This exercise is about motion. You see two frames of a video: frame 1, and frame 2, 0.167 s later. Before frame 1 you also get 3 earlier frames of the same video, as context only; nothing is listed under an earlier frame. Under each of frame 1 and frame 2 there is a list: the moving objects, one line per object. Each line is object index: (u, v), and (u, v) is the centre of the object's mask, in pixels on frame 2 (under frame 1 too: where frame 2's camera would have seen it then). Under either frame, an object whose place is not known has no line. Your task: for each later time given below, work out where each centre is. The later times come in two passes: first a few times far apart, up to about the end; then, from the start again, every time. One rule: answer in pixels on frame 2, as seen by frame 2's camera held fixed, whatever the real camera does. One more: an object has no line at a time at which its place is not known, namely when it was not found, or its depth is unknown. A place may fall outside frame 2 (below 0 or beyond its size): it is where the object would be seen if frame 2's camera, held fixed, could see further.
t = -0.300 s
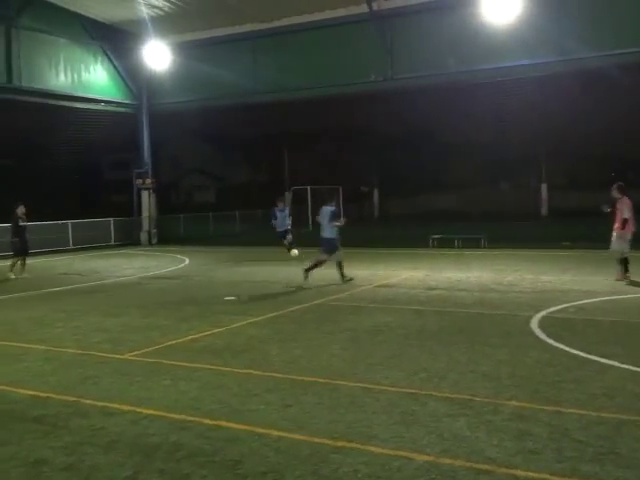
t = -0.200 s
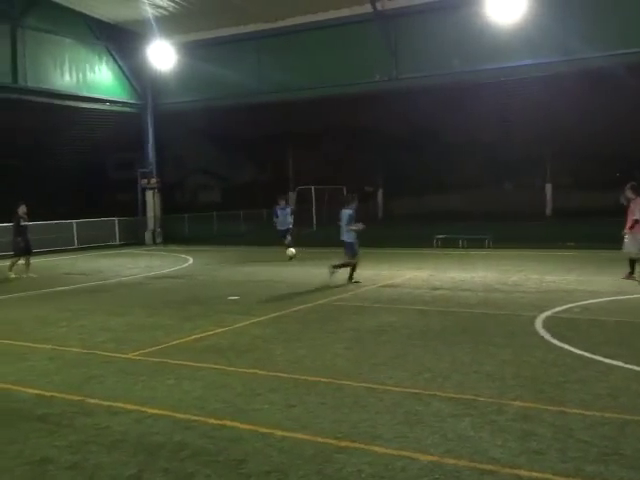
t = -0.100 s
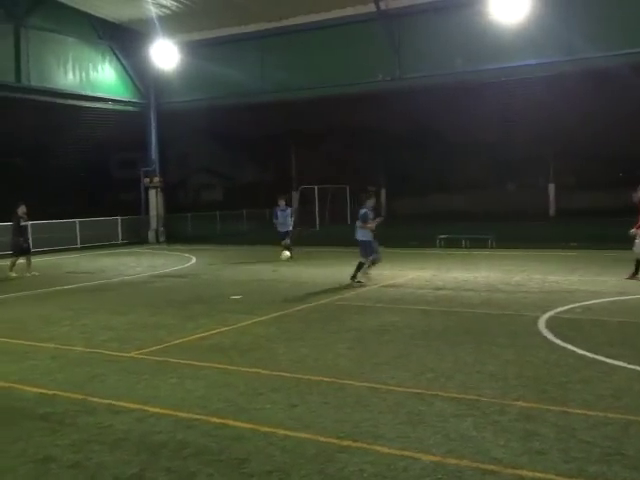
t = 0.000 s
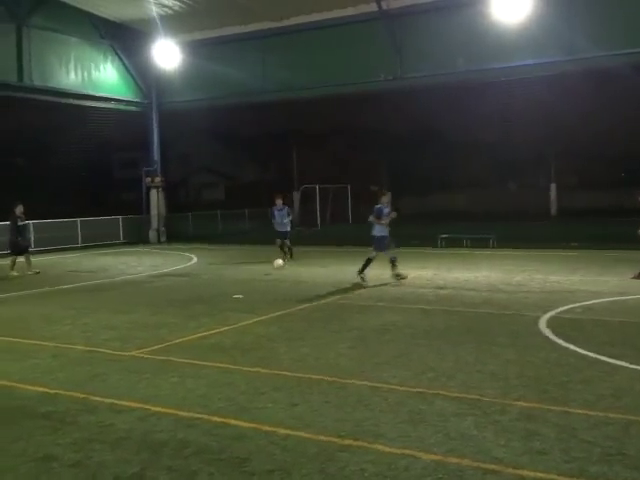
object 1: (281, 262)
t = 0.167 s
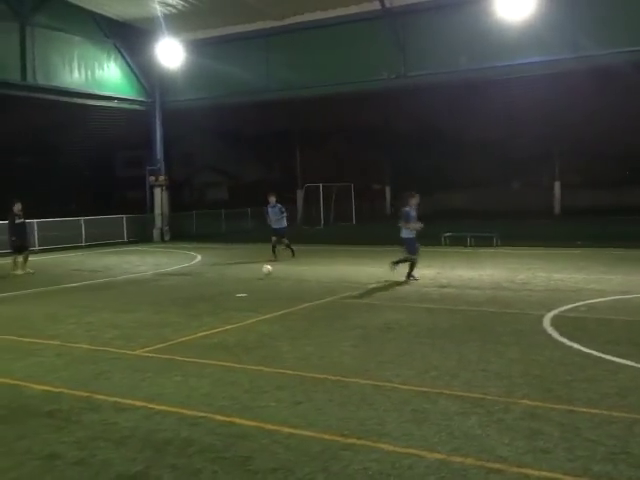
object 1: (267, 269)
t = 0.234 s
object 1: (260, 272)
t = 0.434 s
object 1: (240, 283)
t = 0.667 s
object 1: (211, 298)
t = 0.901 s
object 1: (176, 315)
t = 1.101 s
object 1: (138, 333)
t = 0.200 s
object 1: (264, 270)
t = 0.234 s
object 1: (260, 272)
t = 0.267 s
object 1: (257, 274)
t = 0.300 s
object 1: (254, 277)
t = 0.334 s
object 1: (250, 281)
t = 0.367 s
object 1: (247, 281)
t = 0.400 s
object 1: (243, 282)
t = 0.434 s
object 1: (240, 283)
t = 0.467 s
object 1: (236, 285)
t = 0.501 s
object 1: (233, 287)
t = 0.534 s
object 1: (229, 291)
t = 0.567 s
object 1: (225, 292)
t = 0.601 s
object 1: (221, 293)
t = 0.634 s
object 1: (216, 295)
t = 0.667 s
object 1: (211, 298)
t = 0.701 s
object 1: (207, 301)
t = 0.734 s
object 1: (202, 304)
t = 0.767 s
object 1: (198, 305)
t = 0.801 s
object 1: (193, 307)
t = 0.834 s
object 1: (187, 310)
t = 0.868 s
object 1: (182, 313)
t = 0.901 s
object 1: (176, 315)
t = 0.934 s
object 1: (170, 317)
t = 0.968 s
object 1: (164, 320)
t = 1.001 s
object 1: (158, 324)
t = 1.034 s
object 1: (152, 326)
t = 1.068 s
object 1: (145, 329)
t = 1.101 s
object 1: (138, 333)
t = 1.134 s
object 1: (131, 337)
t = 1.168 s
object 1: (123, 340)
